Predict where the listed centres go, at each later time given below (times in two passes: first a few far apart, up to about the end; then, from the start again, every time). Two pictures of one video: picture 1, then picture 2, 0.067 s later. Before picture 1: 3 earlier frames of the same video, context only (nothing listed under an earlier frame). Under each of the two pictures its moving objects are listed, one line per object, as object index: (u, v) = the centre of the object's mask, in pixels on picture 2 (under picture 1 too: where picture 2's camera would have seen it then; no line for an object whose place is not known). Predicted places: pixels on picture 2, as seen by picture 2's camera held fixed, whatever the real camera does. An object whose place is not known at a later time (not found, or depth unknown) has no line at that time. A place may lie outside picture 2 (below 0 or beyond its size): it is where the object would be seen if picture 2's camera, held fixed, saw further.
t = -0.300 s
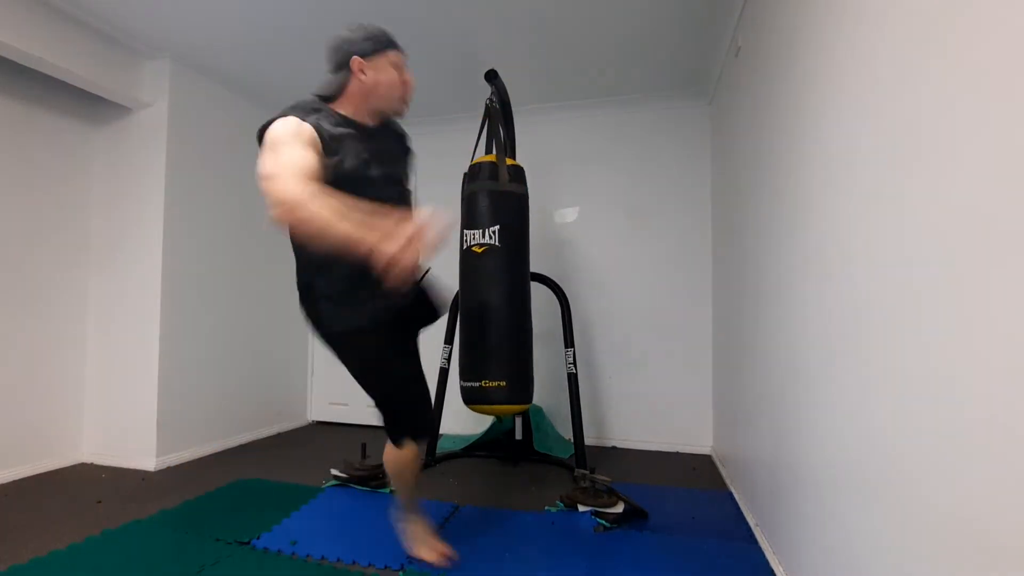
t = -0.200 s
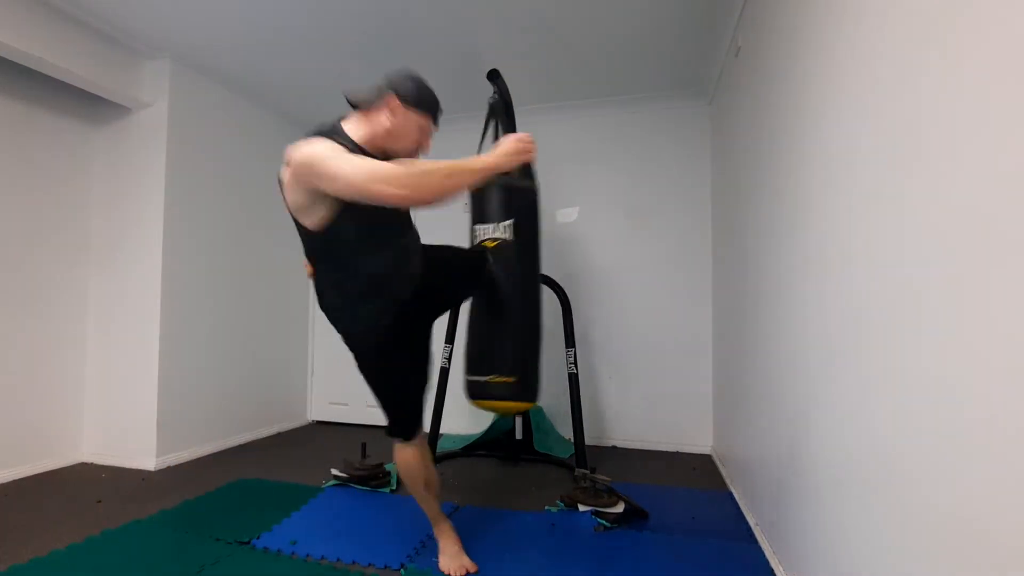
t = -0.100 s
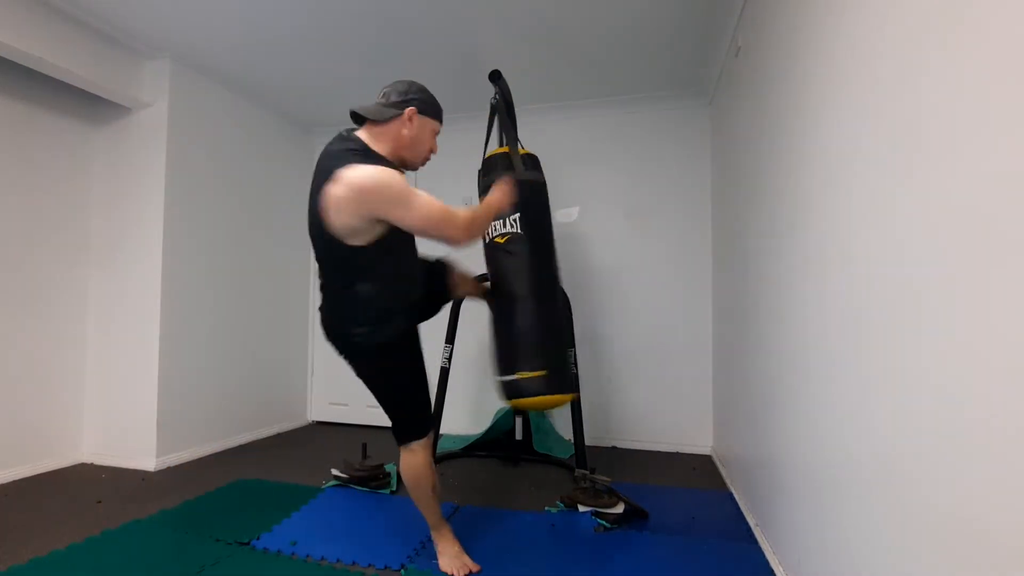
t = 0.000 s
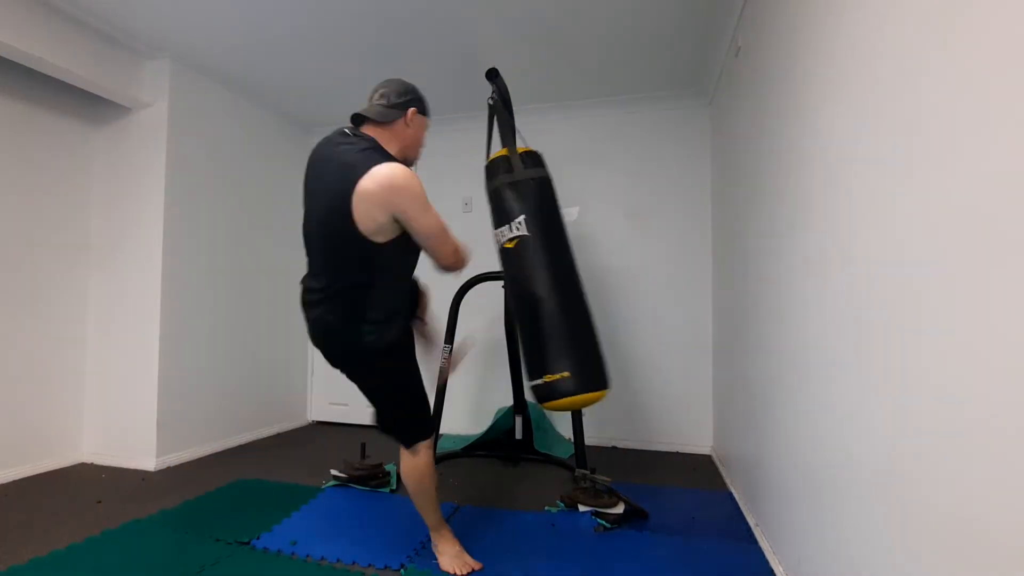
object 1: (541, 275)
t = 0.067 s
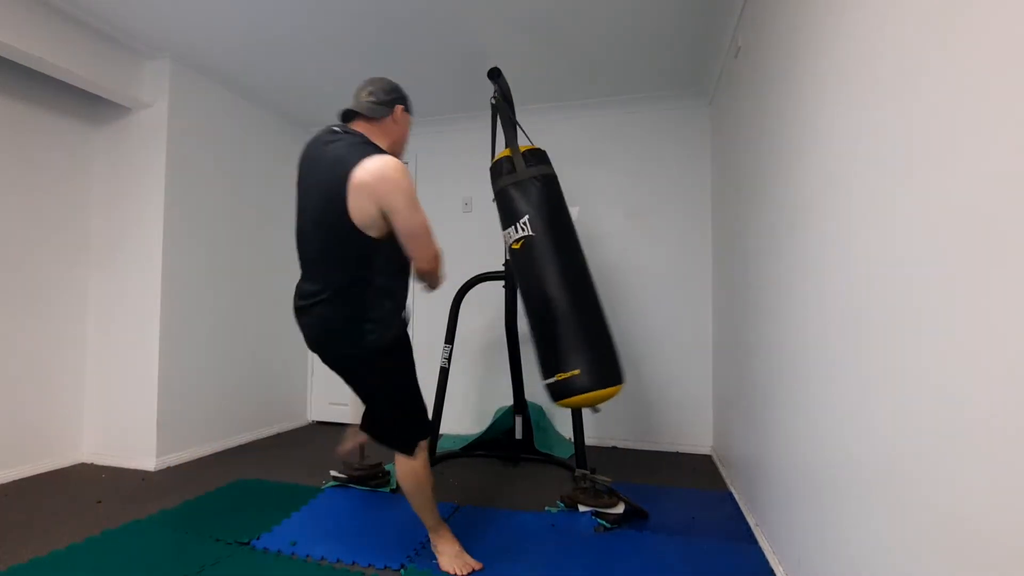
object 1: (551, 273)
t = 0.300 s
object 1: (568, 272)
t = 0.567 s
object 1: (548, 277)
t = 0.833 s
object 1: (501, 275)
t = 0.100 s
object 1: (555, 272)
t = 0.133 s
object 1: (558, 270)
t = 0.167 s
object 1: (562, 270)
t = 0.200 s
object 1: (564, 269)
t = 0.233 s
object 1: (565, 268)
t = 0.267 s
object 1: (568, 271)
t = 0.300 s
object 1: (568, 272)
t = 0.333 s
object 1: (568, 272)
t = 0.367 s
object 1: (567, 272)
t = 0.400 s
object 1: (565, 272)
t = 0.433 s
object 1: (562, 273)
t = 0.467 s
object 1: (559, 274)
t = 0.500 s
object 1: (556, 275)
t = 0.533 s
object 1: (552, 276)
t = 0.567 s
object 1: (548, 277)
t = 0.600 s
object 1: (543, 278)
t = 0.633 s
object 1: (538, 278)
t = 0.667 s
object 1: (531, 277)
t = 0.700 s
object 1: (526, 279)
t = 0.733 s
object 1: (520, 281)
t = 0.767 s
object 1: (514, 281)
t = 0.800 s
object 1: (507, 275)
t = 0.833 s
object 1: (501, 275)
